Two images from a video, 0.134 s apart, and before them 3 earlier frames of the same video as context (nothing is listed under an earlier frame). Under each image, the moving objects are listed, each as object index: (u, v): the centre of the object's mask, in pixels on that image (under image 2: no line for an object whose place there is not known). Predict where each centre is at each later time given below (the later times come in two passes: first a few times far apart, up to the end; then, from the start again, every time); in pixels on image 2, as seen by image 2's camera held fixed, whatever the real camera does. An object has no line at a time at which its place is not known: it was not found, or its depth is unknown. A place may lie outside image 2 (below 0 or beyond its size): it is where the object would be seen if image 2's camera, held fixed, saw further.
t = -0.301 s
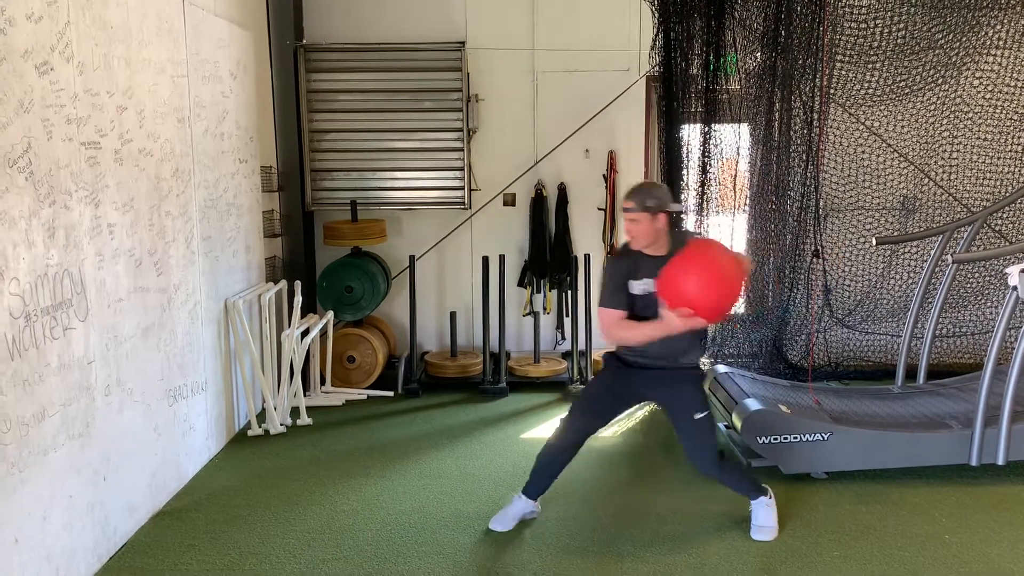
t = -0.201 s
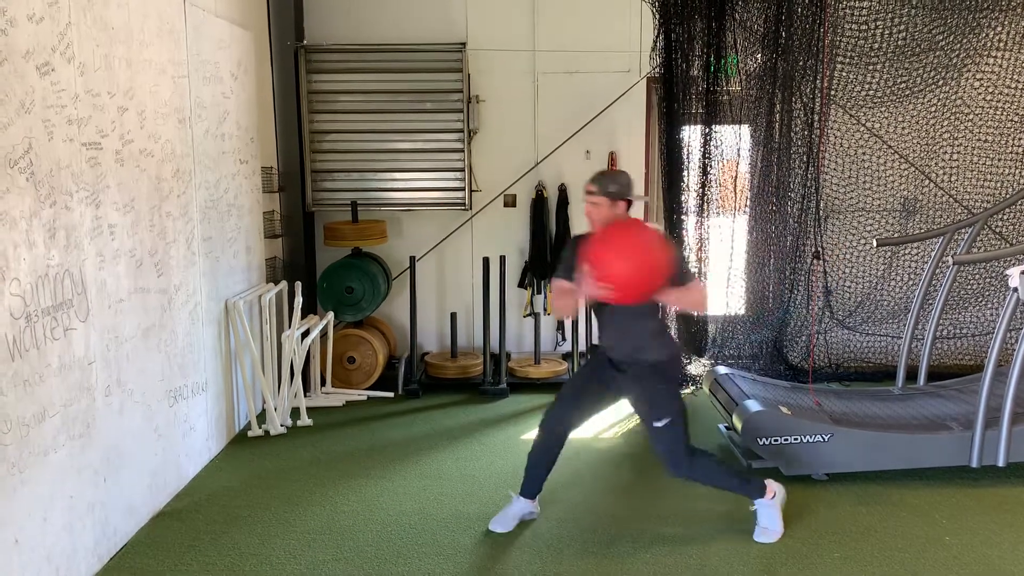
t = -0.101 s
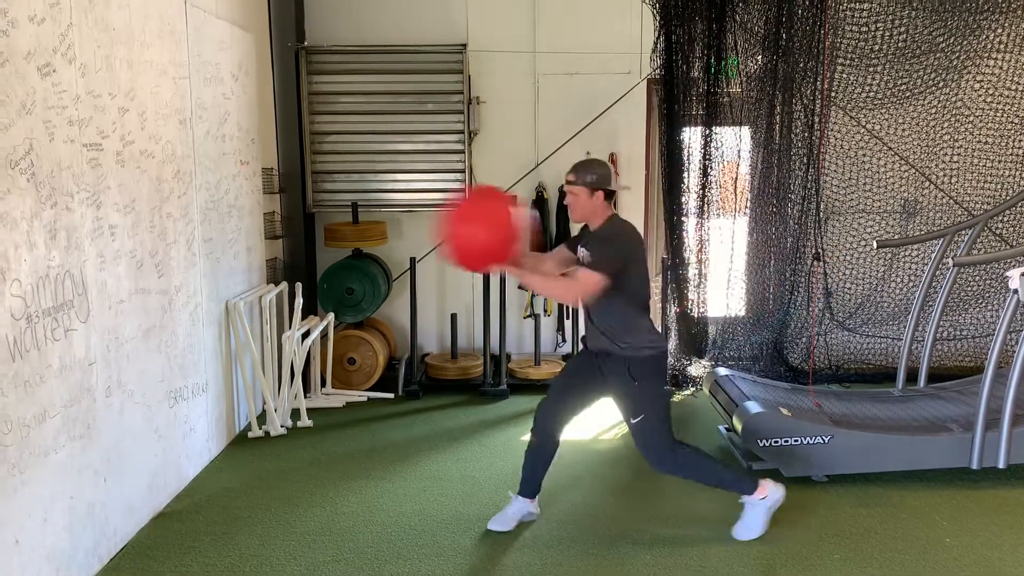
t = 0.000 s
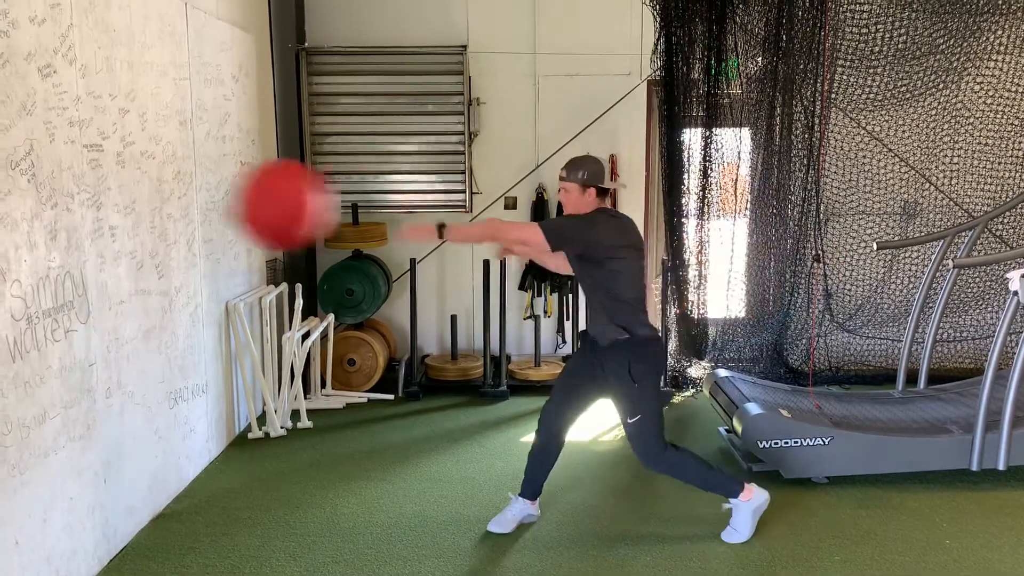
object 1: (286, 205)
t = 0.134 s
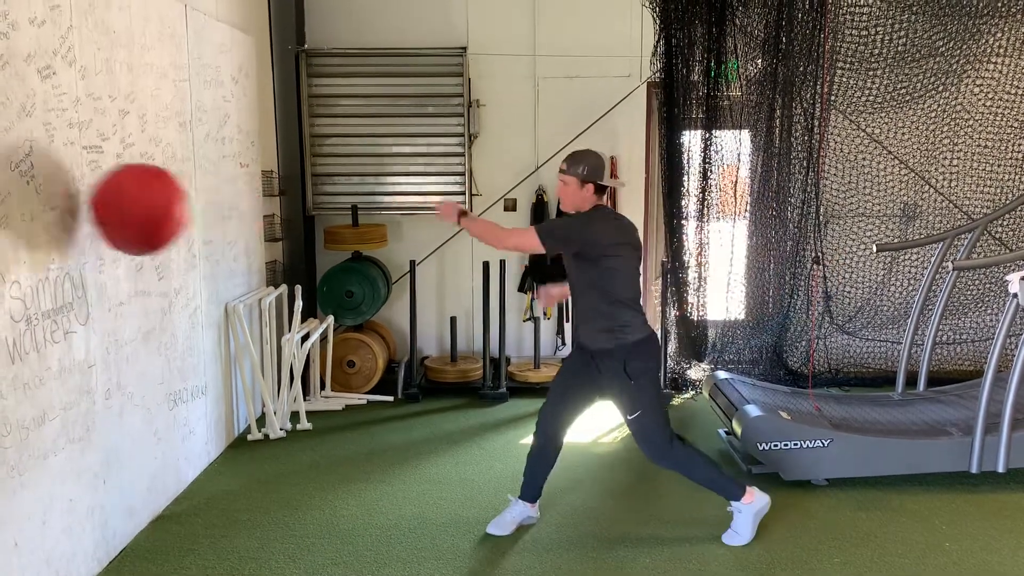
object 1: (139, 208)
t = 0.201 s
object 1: (198, 222)
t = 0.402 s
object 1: (378, 330)
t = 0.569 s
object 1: (528, 500)
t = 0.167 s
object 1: (169, 214)
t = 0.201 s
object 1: (198, 222)
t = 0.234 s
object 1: (230, 233)
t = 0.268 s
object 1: (261, 248)
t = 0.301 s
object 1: (292, 265)
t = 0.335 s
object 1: (321, 284)
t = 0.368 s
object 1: (351, 306)
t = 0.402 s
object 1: (378, 330)
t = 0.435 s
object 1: (409, 360)
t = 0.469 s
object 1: (442, 391)
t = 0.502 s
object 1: (469, 423)
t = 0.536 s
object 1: (500, 461)
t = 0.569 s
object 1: (528, 500)
